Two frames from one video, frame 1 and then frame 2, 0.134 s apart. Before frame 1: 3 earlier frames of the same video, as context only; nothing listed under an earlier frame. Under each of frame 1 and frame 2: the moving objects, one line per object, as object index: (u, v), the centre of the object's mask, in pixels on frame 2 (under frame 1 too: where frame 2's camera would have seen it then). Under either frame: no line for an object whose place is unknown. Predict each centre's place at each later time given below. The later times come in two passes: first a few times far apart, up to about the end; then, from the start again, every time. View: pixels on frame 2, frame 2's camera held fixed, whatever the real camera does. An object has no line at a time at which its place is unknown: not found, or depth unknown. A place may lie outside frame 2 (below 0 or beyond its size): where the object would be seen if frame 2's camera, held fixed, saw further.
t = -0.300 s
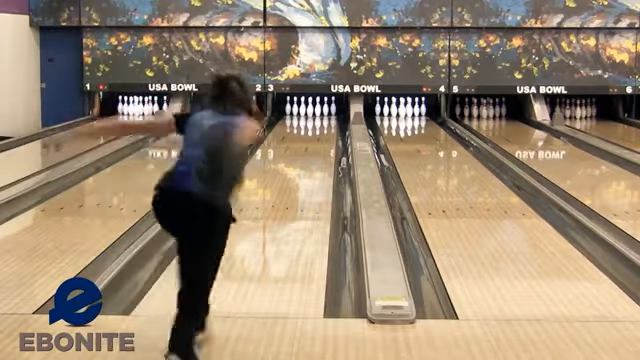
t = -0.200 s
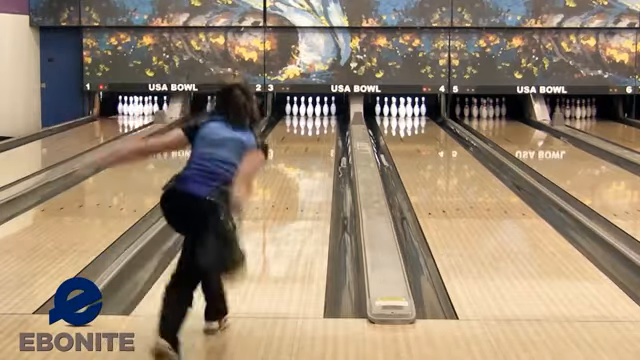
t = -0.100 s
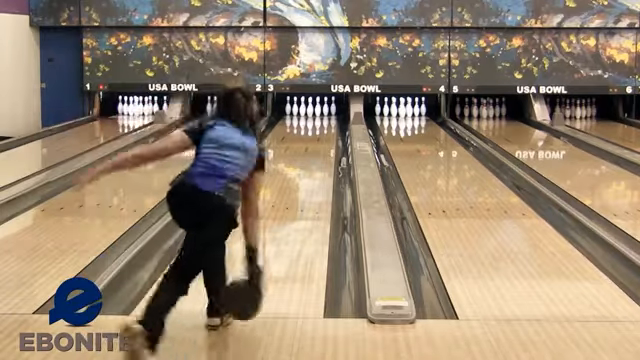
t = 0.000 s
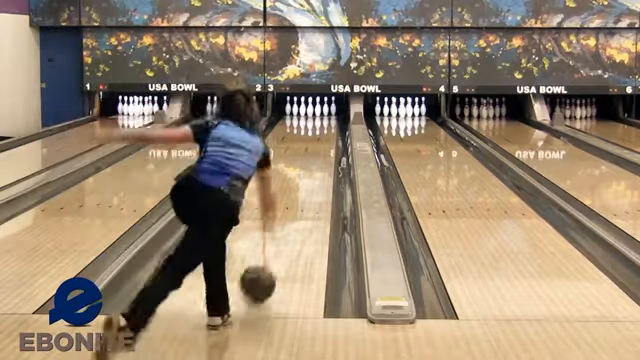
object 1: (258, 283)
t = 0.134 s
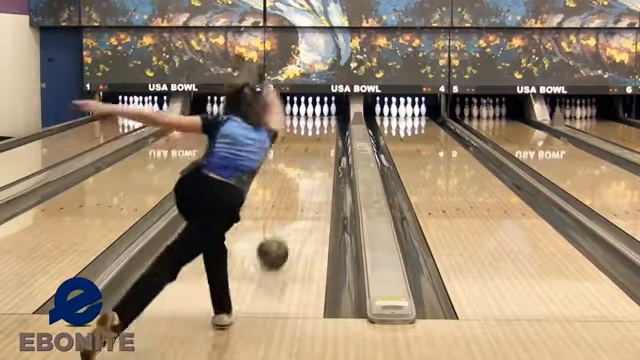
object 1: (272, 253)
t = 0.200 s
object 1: (279, 240)
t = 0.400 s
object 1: (294, 210)
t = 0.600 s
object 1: (305, 187)
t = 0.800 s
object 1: (313, 171)
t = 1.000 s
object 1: (318, 157)
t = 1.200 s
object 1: (323, 147)
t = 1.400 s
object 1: (325, 137)
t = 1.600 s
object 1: (325, 131)
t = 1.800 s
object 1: (325, 126)
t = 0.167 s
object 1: (276, 246)
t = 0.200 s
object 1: (279, 240)
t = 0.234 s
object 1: (282, 235)
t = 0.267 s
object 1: (284, 229)
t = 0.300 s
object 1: (287, 224)
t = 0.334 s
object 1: (289, 219)
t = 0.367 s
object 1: (292, 214)
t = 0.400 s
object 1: (294, 210)
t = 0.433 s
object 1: (296, 206)
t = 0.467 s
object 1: (298, 202)
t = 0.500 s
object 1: (299, 199)
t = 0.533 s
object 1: (301, 195)
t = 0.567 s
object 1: (303, 191)
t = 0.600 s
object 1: (305, 187)
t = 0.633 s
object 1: (306, 184)
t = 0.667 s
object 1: (308, 181)
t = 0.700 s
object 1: (309, 179)
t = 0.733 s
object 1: (310, 176)
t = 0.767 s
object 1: (312, 173)
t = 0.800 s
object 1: (313, 171)
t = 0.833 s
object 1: (314, 168)
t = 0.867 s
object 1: (314, 166)
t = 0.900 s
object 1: (315, 164)
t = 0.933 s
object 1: (316, 161)
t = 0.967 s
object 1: (317, 159)
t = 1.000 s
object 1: (318, 157)
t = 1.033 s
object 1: (319, 156)
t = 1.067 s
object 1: (320, 154)
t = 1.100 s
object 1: (321, 152)
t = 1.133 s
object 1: (321, 151)
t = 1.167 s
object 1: (322, 149)
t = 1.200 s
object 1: (323, 147)
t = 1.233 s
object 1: (323, 145)
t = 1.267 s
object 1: (324, 144)
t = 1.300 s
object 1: (324, 143)
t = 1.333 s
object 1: (324, 141)
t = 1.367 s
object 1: (325, 140)
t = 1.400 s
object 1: (325, 137)
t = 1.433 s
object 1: (325, 136)
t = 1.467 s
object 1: (325, 136)
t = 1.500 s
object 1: (325, 134)
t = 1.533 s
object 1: (325, 133)
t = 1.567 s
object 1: (326, 132)
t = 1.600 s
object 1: (325, 131)
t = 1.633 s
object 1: (325, 130)
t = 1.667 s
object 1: (326, 128)
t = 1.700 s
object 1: (325, 128)
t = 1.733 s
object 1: (325, 127)
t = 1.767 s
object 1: (325, 126)
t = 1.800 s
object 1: (325, 126)
